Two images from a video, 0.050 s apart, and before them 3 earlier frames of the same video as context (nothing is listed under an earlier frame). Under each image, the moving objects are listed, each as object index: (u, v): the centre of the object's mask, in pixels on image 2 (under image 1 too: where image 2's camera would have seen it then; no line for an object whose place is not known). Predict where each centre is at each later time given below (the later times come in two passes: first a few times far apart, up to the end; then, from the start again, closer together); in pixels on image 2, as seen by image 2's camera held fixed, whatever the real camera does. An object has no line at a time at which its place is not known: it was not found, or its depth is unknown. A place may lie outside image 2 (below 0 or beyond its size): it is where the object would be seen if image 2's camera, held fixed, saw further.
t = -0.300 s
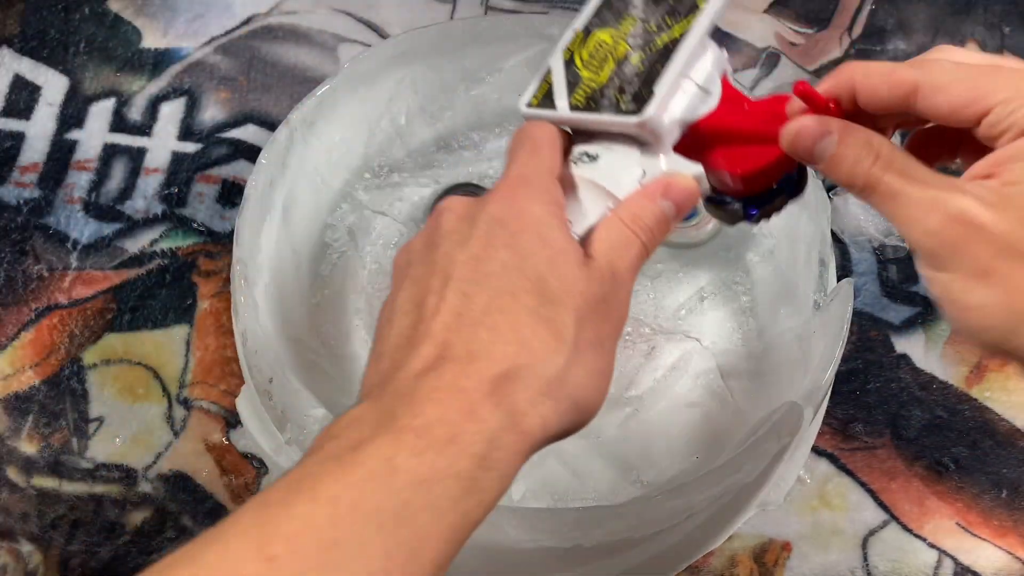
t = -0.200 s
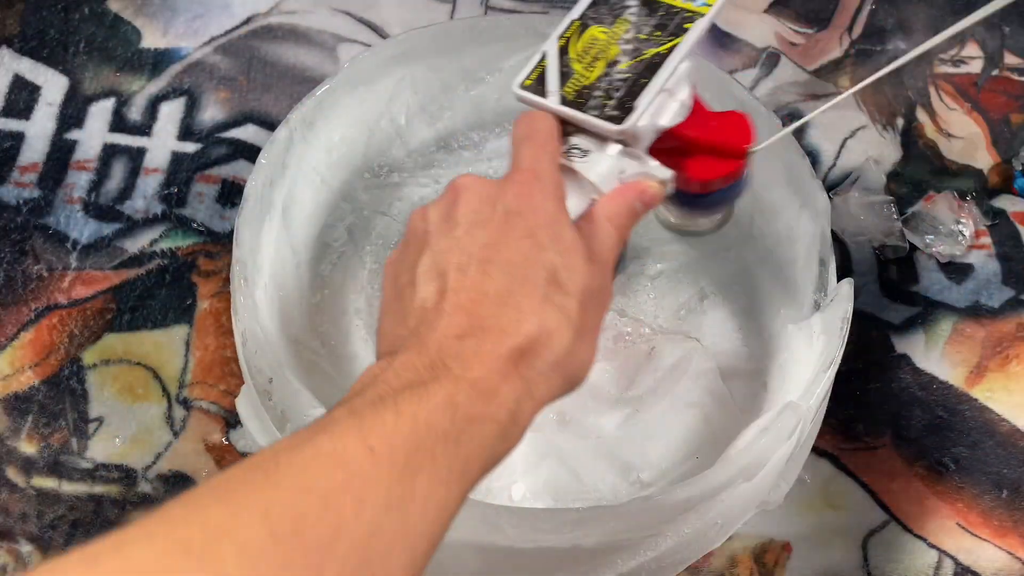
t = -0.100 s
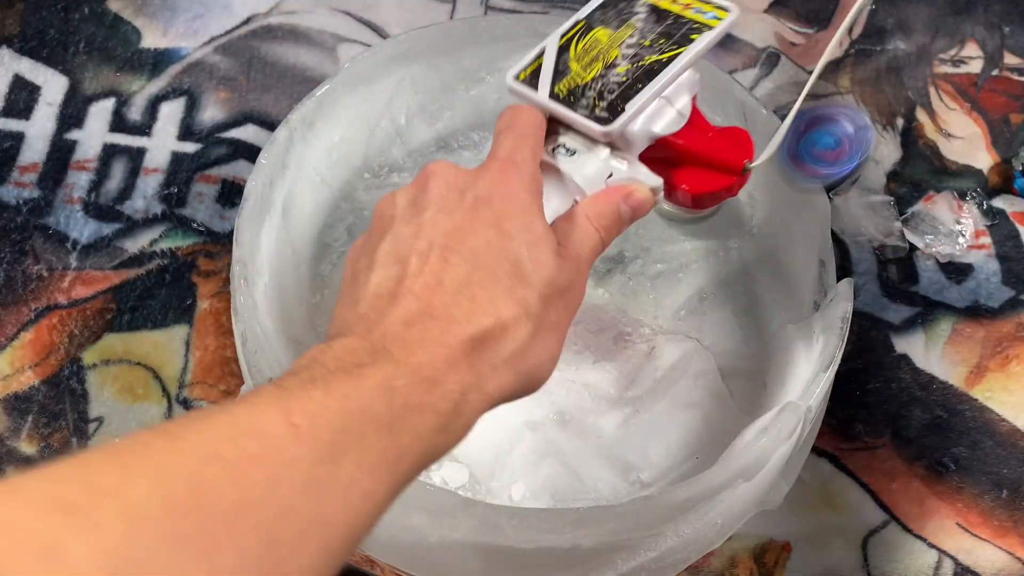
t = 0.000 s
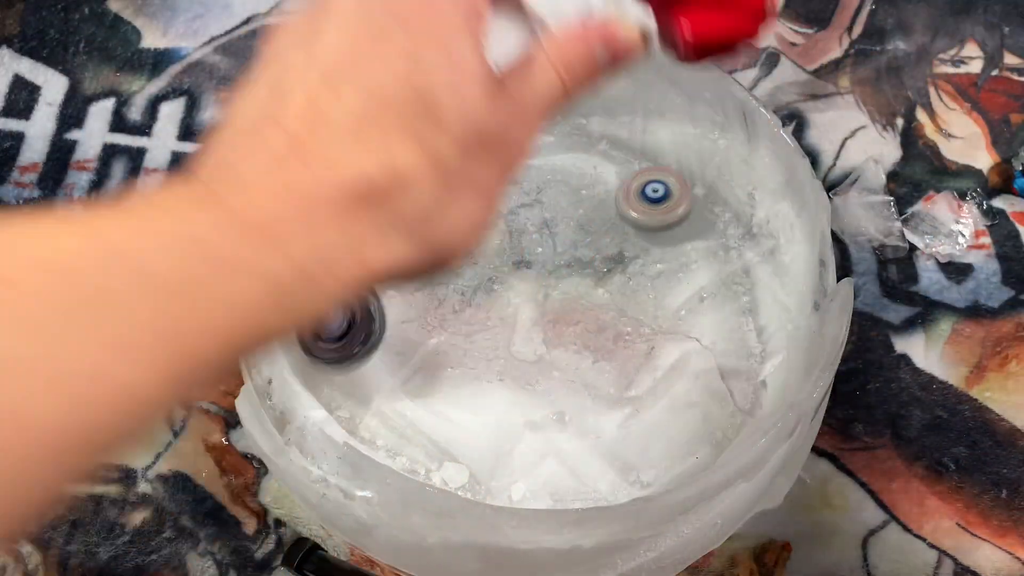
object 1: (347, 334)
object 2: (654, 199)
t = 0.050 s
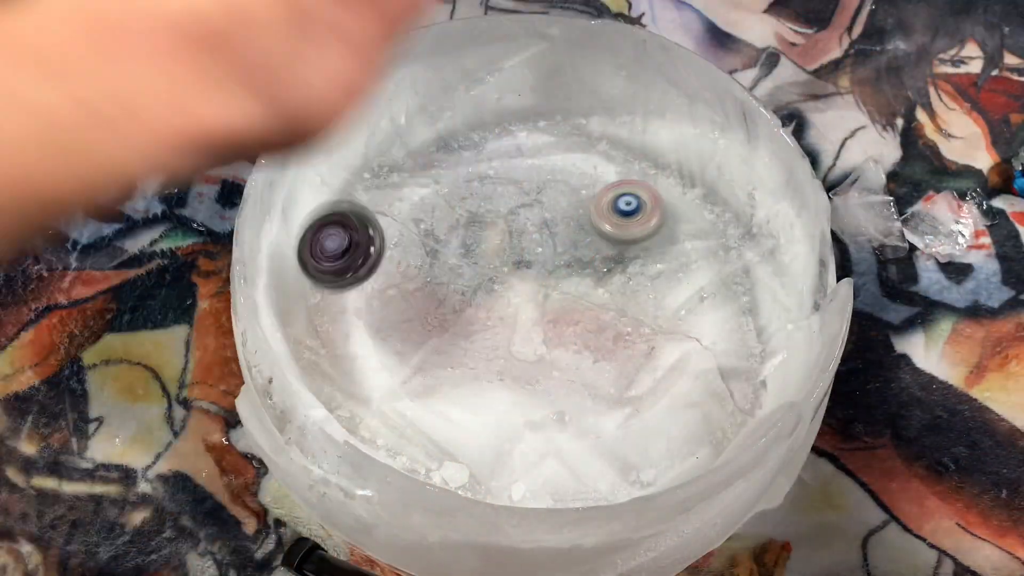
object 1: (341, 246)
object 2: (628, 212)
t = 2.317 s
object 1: (448, 211)
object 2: (518, 213)
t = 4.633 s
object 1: (538, 225)
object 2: (456, 316)
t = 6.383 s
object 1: (499, 265)
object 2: (578, 254)
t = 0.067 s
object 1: (341, 227)
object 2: (617, 217)
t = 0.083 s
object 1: (343, 211)
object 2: (605, 222)
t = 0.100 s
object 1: (346, 198)
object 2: (593, 227)
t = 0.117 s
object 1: (349, 189)
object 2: (581, 232)
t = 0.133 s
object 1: (379, 186)
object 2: (568, 236)
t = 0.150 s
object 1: (410, 185)
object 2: (556, 242)
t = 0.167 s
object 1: (438, 173)
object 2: (543, 247)
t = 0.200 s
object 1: (492, 157)
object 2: (517, 255)
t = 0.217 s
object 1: (521, 152)
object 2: (506, 259)
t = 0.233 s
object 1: (548, 145)
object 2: (498, 263)
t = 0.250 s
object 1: (575, 139)
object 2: (491, 269)
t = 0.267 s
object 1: (602, 137)
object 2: (489, 274)
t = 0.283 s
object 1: (627, 137)
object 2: (486, 279)
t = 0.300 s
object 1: (646, 143)
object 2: (484, 285)
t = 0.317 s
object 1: (642, 156)
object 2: (483, 290)
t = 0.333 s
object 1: (636, 172)
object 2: (482, 294)
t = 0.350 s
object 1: (630, 190)
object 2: (481, 297)
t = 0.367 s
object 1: (622, 208)
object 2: (483, 299)
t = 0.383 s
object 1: (613, 222)
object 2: (485, 299)
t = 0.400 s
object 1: (604, 237)
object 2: (486, 297)
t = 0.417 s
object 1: (593, 257)
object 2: (488, 295)
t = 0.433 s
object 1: (581, 273)
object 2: (488, 292)
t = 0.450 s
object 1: (570, 284)
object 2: (487, 291)
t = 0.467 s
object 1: (583, 293)
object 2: (460, 287)
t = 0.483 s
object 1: (597, 305)
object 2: (435, 284)
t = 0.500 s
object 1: (608, 319)
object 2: (409, 281)
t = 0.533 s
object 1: (633, 354)
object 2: (363, 266)
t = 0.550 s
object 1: (638, 362)
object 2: (349, 257)
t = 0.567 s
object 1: (640, 367)
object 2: (337, 249)
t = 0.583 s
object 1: (638, 364)
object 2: (337, 242)
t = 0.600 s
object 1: (634, 364)
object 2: (339, 238)
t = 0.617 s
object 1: (630, 367)
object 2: (342, 237)
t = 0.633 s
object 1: (625, 367)
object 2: (345, 238)
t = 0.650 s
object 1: (623, 356)
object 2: (350, 243)
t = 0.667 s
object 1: (619, 349)
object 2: (354, 249)
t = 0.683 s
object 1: (615, 343)
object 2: (354, 245)
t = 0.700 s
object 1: (610, 339)
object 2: (354, 241)
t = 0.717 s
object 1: (609, 320)
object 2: (354, 239)
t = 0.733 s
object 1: (609, 304)
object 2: (354, 240)
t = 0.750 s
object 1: (608, 290)
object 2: (355, 241)
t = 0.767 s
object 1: (605, 272)
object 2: (353, 236)
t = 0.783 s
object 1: (602, 256)
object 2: (352, 233)
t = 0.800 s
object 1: (597, 239)
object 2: (351, 233)
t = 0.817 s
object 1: (590, 221)
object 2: (353, 230)
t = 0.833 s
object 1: (583, 206)
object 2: (355, 228)
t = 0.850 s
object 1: (577, 193)
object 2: (355, 225)
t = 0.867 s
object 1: (569, 176)
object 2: (356, 222)
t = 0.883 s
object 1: (562, 163)
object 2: (357, 218)
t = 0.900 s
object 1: (555, 152)
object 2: (359, 215)
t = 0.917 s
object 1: (546, 142)
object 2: (363, 212)
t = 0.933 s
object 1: (539, 133)
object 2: (368, 209)
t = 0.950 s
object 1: (532, 125)
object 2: (372, 206)
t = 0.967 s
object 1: (531, 126)
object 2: (375, 204)
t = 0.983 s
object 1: (529, 131)
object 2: (377, 201)
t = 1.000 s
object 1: (528, 136)
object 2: (379, 200)
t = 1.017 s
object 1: (527, 141)
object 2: (382, 201)
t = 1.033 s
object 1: (525, 146)
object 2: (383, 201)
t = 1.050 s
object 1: (524, 152)
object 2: (385, 201)
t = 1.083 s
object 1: (521, 167)
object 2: (391, 204)
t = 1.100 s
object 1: (520, 177)
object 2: (395, 207)
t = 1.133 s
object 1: (517, 197)
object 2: (402, 213)
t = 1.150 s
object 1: (515, 207)
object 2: (407, 215)
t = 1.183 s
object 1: (512, 228)
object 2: (419, 220)
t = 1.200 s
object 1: (511, 239)
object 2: (425, 223)
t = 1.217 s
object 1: (510, 250)
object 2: (432, 226)
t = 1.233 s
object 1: (520, 260)
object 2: (430, 227)
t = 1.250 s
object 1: (552, 271)
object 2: (398, 218)
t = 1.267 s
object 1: (587, 283)
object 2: (374, 209)
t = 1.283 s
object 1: (620, 300)
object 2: (353, 202)
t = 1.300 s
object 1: (653, 311)
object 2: (358, 200)
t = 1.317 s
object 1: (687, 315)
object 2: (373, 200)
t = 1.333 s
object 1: (717, 320)
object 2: (389, 202)
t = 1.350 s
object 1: (745, 323)
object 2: (405, 208)
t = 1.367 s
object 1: (747, 321)
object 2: (421, 217)
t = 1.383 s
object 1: (748, 321)
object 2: (438, 229)
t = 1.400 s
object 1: (746, 323)
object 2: (453, 242)
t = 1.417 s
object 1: (737, 325)
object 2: (469, 255)
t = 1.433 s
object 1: (726, 323)
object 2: (484, 254)
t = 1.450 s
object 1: (718, 317)
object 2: (500, 250)
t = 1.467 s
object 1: (708, 312)
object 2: (515, 246)
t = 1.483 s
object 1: (698, 306)
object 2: (527, 242)
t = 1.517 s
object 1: (676, 299)
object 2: (555, 240)
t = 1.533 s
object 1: (662, 295)
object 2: (567, 239)
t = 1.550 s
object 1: (647, 290)
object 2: (579, 238)
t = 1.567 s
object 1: (631, 287)
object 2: (584, 236)
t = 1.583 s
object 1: (648, 297)
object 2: (567, 219)
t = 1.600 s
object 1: (666, 314)
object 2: (538, 197)
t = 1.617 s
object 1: (685, 333)
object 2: (514, 177)
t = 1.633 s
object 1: (698, 337)
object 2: (490, 155)
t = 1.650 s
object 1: (710, 343)
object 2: (470, 140)
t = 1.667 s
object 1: (722, 352)
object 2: (449, 127)
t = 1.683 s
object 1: (733, 364)
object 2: (432, 117)
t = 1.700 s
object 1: (737, 374)
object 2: (437, 143)
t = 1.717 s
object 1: (725, 368)
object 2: (447, 175)
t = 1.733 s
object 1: (714, 361)
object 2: (460, 214)
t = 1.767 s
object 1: (700, 343)
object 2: (477, 291)
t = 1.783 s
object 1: (691, 334)
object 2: (489, 315)
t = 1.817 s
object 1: (672, 320)
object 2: (512, 363)
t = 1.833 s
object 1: (660, 310)
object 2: (525, 377)
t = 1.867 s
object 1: (632, 292)
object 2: (551, 415)
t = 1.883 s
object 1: (616, 281)
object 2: (564, 440)
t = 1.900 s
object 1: (602, 272)
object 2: (577, 462)
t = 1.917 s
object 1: (586, 261)
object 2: (588, 441)
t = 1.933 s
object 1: (570, 252)
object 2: (598, 414)
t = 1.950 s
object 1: (554, 244)
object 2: (607, 392)
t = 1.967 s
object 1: (538, 233)
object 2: (616, 371)
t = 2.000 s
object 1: (506, 215)
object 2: (628, 338)
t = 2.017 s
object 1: (491, 208)
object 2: (631, 327)
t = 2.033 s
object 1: (478, 199)
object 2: (635, 319)
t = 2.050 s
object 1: (464, 193)
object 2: (637, 314)
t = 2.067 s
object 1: (452, 185)
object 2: (637, 312)
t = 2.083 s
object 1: (440, 179)
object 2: (634, 304)
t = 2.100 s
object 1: (431, 174)
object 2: (625, 295)
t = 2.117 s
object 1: (422, 172)
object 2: (617, 289)
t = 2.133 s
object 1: (412, 170)
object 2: (608, 285)
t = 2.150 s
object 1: (403, 168)
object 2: (599, 277)
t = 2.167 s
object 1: (394, 166)
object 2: (589, 270)
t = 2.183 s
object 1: (391, 167)
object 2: (582, 262)
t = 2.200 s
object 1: (397, 170)
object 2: (574, 256)
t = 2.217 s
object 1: (404, 175)
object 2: (566, 249)
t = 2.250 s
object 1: (417, 183)
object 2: (548, 237)
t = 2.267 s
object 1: (424, 189)
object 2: (540, 231)
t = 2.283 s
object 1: (432, 196)
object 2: (531, 225)
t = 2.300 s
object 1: (440, 203)
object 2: (524, 218)
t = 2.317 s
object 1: (448, 211)
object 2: (518, 213)
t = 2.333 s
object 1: (458, 217)
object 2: (517, 206)
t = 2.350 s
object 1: (456, 232)
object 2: (518, 193)
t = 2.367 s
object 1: (452, 248)
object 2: (528, 180)
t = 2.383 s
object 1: (450, 262)
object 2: (535, 166)
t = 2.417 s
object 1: (447, 289)
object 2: (552, 145)
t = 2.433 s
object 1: (447, 302)
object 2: (558, 138)
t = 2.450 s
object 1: (447, 312)
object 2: (565, 136)
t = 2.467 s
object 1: (448, 322)
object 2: (572, 130)
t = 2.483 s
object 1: (449, 324)
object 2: (581, 120)
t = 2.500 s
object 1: (449, 330)
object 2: (586, 125)
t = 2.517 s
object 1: (450, 336)
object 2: (589, 132)
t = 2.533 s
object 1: (449, 338)
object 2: (594, 144)
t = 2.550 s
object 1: (448, 341)
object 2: (599, 153)
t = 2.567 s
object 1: (445, 338)
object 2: (603, 156)
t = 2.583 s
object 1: (442, 337)
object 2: (606, 163)
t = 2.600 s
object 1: (438, 334)
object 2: (609, 170)
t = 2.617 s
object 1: (435, 320)
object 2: (611, 184)
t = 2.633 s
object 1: (432, 310)
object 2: (612, 193)
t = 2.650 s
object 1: (429, 301)
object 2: (614, 200)
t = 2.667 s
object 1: (427, 296)
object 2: (614, 208)
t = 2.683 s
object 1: (425, 291)
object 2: (613, 217)
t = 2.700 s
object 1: (430, 279)
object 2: (612, 226)
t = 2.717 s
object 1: (439, 264)
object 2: (610, 234)
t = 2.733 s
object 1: (446, 252)
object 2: (606, 242)
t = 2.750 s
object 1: (454, 243)
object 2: (602, 250)
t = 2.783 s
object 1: (473, 224)
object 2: (594, 266)
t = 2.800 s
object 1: (483, 213)
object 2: (589, 272)
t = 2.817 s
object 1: (497, 201)
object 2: (584, 278)
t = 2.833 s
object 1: (511, 193)
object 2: (576, 283)
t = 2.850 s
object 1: (524, 187)
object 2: (569, 287)
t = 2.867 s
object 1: (538, 178)
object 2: (562, 286)
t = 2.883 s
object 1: (554, 174)
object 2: (557, 277)
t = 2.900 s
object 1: (570, 171)
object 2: (552, 271)
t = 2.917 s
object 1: (584, 171)
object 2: (546, 267)
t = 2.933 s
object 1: (600, 174)
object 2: (540, 266)
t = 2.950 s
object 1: (614, 176)
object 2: (534, 259)
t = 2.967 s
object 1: (626, 177)
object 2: (528, 254)
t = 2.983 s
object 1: (638, 182)
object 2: (522, 252)
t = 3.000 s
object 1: (648, 189)
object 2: (515, 249)
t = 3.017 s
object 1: (657, 195)
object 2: (511, 248)
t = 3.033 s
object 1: (665, 201)
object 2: (510, 251)
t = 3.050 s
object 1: (670, 208)
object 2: (509, 251)
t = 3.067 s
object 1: (676, 215)
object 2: (510, 252)
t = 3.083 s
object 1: (679, 221)
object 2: (510, 250)
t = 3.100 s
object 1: (681, 228)
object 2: (511, 250)
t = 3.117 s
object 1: (682, 235)
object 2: (512, 251)
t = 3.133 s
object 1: (681, 242)
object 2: (514, 251)
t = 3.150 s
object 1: (679, 250)
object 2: (515, 251)
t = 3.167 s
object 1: (675, 256)
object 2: (517, 250)
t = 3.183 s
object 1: (669, 263)
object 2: (518, 250)
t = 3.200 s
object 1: (662, 270)
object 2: (520, 250)
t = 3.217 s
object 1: (654, 277)
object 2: (522, 251)
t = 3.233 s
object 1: (645, 282)
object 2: (523, 252)
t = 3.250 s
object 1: (635, 288)
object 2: (523, 253)
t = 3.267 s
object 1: (624, 292)
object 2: (523, 254)
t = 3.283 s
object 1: (614, 296)
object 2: (524, 255)
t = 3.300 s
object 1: (603, 299)
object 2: (524, 257)
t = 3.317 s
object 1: (592, 302)
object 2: (525, 259)
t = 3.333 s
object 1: (581, 304)
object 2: (524, 260)
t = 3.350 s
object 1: (574, 308)
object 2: (519, 259)
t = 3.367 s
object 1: (571, 313)
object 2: (512, 255)
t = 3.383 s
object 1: (568, 318)
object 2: (503, 250)
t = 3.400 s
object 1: (564, 321)
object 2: (496, 246)
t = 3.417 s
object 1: (561, 324)
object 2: (489, 244)
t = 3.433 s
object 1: (557, 326)
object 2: (484, 240)
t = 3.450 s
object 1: (553, 326)
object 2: (479, 239)
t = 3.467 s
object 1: (551, 325)
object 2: (474, 237)
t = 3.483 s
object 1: (552, 323)
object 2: (471, 236)
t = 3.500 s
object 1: (554, 320)
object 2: (468, 236)
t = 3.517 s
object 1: (555, 316)
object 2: (465, 237)
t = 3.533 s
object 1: (556, 313)
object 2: (463, 237)
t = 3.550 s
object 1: (556, 309)
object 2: (462, 238)
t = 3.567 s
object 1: (556, 305)
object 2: (461, 240)
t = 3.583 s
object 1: (556, 301)
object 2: (460, 241)
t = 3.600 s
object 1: (556, 297)
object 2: (460, 243)
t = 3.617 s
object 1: (555, 293)
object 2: (461, 245)
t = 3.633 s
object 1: (553, 289)
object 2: (461, 247)
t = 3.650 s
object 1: (551, 285)
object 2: (461, 248)
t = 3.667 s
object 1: (549, 282)
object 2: (462, 251)
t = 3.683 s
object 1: (547, 279)
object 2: (463, 253)
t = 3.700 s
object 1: (545, 274)
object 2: (467, 253)
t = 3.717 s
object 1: (544, 270)
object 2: (468, 252)
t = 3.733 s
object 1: (548, 266)
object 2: (466, 249)
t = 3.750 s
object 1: (553, 264)
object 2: (463, 245)
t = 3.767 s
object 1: (558, 261)
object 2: (459, 242)
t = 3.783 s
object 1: (562, 258)
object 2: (455, 241)
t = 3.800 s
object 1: (565, 257)
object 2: (452, 242)
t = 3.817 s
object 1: (567, 255)
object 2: (451, 242)
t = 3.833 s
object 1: (570, 254)
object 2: (451, 243)
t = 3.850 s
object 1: (571, 252)
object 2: (452, 245)
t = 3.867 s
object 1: (571, 249)
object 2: (453, 246)
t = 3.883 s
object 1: (570, 249)
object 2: (455, 247)
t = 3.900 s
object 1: (568, 250)
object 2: (457, 247)
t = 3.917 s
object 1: (567, 251)
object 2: (459, 246)
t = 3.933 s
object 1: (565, 252)
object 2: (461, 245)
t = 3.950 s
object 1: (563, 252)
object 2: (464, 245)
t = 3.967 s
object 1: (562, 252)
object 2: (464, 245)
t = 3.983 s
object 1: (560, 252)
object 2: (464, 244)
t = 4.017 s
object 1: (556, 252)
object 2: (461, 243)
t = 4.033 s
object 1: (554, 251)
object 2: (461, 242)
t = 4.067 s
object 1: (549, 251)
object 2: (460, 242)
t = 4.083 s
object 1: (547, 251)
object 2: (461, 242)
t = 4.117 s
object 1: (542, 252)
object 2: (462, 242)
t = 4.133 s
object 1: (540, 251)
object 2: (461, 244)
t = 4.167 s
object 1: (538, 250)
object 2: (452, 249)
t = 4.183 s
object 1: (537, 249)
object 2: (449, 251)
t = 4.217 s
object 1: (533, 251)
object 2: (446, 255)
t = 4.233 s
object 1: (530, 251)
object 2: (446, 256)
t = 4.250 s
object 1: (526, 251)
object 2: (446, 257)
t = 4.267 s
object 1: (528, 249)
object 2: (442, 258)
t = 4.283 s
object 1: (531, 248)
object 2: (437, 259)
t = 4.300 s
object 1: (534, 248)
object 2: (433, 264)
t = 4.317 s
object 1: (535, 250)
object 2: (432, 267)
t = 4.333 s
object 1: (536, 250)
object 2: (431, 270)
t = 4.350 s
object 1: (535, 251)
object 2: (432, 272)
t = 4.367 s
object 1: (533, 251)
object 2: (436, 276)
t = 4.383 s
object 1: (530, 250)
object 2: (439, 277)
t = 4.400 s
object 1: (526, 250)
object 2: (443, 280)
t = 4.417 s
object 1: (522, 249)
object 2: (447, 281)
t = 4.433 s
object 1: (519, 249)
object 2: (451, 283)
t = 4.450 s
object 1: (520, 243)
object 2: (449, 288)
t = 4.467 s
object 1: (523, 237)
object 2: (447, 295)
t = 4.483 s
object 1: (524, 232)
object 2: (445, 303)
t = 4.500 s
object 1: (526, 228)
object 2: (443, 309)
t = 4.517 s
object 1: (528, 225)
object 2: (442, 313)
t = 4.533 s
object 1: (530, 223)
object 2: (442, 316)
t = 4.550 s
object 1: (532, 222)
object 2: (443, 318)
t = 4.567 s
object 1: (534, 222)
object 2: (444, 319)
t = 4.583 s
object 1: (534, 222)
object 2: (446, 320)
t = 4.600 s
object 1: (535, 222)
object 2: (448, 319)
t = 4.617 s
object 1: (537, 224)
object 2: (451, 318)
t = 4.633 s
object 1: (538, 225)
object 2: (456, 316)
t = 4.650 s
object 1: (538, 225)
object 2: (459, 315)
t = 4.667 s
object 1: (537, 224)
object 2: (462, 313)
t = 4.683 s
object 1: (537, 223)
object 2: (467, 310)
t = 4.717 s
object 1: (537, 225)
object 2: (476, 304)
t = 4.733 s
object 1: (537, 224)
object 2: (480, 300)
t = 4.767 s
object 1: (536, 225)
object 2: (491, 292)
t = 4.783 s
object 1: (536, 225)
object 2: (495, 288)
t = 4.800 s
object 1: (536, 223)
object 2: (497, 285)
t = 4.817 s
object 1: (537, 218)
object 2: (499, 285)
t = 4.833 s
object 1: (539, 213)
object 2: (500, 287)
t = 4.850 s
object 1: (540, 210)
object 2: (502, 288)
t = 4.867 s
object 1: (541, 207)
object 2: (505, 287)
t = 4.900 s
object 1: (542, 204)
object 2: (510, 290)
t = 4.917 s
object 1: (542, 204)
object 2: (512, 290)
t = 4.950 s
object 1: (540, 203)
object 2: (510, 293)
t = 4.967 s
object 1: (540, 203)
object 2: (514, 290)
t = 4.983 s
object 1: (539, 203)
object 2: (519, 288)
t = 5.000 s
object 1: (539, 203)
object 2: (523, 289)
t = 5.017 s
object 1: (539, 202)
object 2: (526, 290)
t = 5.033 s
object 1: (540, 202)
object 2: (528, 289)
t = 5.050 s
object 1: (540, 202)
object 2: (530, 288)
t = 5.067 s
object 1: (541, 203)
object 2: (530, 287)
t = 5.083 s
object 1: (542, 203)
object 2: (534, 286)
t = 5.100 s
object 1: (543, 204)
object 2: (535, 285)
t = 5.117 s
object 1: (543, 205)
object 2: (538, 284)
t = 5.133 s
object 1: (543, 206)
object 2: (542, 280)
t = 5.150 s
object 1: (543, 207)
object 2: (548, 277)
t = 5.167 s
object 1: (542, 207)
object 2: (553, 277)
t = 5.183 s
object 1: (540, 203)
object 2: (560, 286)
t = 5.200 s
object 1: (538, 199)
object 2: (566, 293)
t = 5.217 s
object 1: (536, 196)
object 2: (573, 299)
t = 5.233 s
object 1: (535, 194)
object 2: (579, 305)
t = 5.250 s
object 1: (534, 193)
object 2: (583, 308)
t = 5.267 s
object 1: (533, 193)
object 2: (588, 310)
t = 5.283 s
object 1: (532, 193)
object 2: (592, 309)
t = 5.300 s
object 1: (532, 194)
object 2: (595, 308)
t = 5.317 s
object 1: (533, 196)
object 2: (598, 308)
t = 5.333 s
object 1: (533, 198)
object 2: (597, 306)
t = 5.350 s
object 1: (534, 200)
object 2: (598, 306)
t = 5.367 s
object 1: (536, 203)
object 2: (598, 305)
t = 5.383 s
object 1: (537, 205)
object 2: (596, 304)
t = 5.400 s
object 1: (537, 207)
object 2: (595, 304)
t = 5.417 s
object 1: (537, 209)
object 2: (593, 304)
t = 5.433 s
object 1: (537, 212)
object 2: (590, 304)
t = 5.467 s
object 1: (536, 217)
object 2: (586, 303)
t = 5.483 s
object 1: (536, 220)
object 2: (584, 303)
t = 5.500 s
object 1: (536, 224)
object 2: (581, 302)
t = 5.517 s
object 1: (535, 227)
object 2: (579, 302)
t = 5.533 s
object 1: (534, 229)
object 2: (578, 300)
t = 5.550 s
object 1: (533, 232)
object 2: (578, 298)
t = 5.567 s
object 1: (532, 234)
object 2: (576, 296)
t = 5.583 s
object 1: (528, 234)
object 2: (579, 295)
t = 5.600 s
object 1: (522, 234)
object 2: (579, 293)
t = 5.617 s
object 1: (518, 234)
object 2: (579, 291)
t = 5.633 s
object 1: (514, 234)
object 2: (580, 289)
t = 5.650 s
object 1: (511, 234)
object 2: (579, 288)
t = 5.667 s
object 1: (508, 235)
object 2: (577, 286)
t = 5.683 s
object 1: (506, 236)
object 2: (578, 284)
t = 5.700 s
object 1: (504, 238)
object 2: (578, 282)
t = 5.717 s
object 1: (502, 240)
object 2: (577, 279)
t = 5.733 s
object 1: (501, 242)
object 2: (576, 278)
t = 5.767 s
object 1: (500, 247)
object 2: (576, 273)
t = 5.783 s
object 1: (500, 248)
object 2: (574, 271)
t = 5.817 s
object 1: (499, 251)
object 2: (573, 269)
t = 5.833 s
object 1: (498, 252)
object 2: (573, 267)
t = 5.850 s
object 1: (498, 253)
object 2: (572, 265)
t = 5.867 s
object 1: (497, 253)
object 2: (571, 264)
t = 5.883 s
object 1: (494, 254)
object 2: (572, 263)
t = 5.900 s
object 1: (487, 254)
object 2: (576, 261)
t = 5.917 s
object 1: (483, 253)
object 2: (582, 257)
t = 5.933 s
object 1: (479, 253)
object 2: (586, 254)
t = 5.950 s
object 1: (477, 252)
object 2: (588, 252)
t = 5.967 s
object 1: (476, 250)
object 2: (589, 250)
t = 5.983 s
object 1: (476, 249)
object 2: (591, 248)
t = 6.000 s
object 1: (477, 247)
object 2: (592, 246)
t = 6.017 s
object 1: (478, 247)
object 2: (593, 246)
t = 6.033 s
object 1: (480, 246)
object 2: (593, 245)
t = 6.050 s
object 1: (483, 246)
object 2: (594, 245)
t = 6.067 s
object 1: (485, 246)
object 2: (594, 244)
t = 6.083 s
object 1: (487, 246)
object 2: (594, 244)
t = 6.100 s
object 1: (489, 247)
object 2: (593, 244)
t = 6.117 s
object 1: (491, 249)
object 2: (591, 244)
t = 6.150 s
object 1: (493, 252)
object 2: (588, 245)
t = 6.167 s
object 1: (494, 253)
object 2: (587, 246)
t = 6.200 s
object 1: (496, 253)
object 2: (584, 249)
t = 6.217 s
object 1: (497, 253)
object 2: (583, 251)
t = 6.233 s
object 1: (499, 255)
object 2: (581, 252)
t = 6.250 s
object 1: (501, 256)
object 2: (580, 254)
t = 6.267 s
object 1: (503, 259)
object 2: (579, 255)
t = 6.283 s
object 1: (504, 262)
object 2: (579, 255)
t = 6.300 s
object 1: (503, 265)
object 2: (579, 254)
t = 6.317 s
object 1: (502, 266)
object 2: (578, 254)
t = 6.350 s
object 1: (498, 266)
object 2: (578, 254)
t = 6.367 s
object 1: (498, 265)
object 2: (578, 254)
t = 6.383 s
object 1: (499, 265)
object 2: (578, 254)
